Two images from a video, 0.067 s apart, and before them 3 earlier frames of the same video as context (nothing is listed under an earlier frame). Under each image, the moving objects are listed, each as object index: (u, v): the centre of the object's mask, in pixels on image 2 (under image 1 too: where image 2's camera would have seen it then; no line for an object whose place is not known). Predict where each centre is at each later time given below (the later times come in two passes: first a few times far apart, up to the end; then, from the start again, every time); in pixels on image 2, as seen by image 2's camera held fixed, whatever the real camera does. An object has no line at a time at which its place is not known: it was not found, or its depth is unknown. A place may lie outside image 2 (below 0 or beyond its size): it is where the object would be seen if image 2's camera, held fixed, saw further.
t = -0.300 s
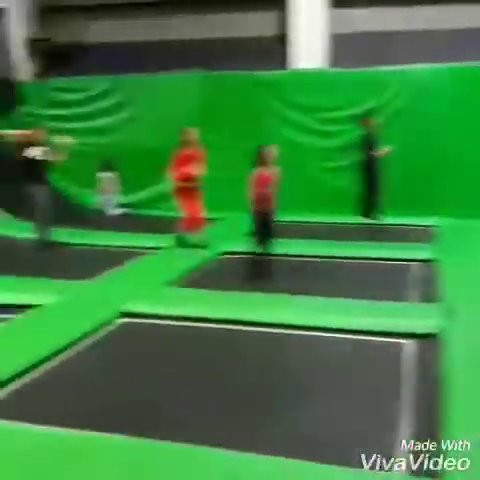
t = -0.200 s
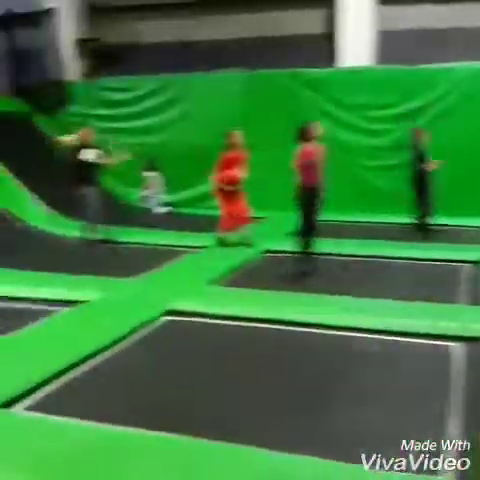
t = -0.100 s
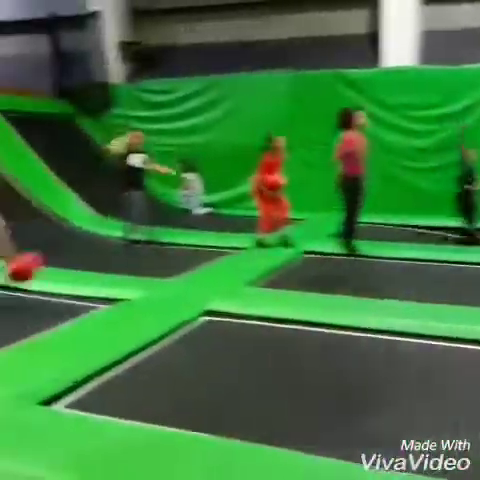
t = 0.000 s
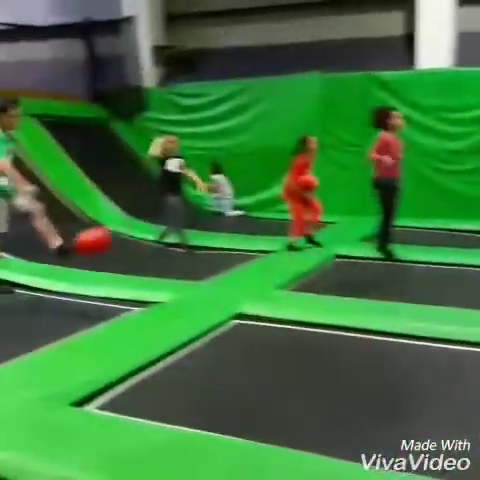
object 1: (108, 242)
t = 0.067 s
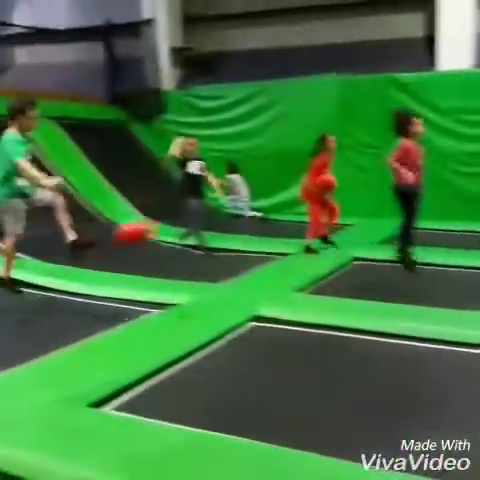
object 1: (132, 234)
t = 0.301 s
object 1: (244, 242)
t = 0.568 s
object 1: (388, 368)
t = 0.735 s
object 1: (436, 330)
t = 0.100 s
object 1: (153, 227)
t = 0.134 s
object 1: (168, 225)
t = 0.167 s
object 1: (182, 225)
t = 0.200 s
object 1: (198, 228)
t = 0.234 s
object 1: (213, 232)
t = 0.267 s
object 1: (228, 235)
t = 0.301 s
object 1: (244, 242)
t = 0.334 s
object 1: (261, 251)
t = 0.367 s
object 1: (281, 263)
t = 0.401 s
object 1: (297, 276)
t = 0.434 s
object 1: (317, 290)
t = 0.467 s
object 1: (334, 307)
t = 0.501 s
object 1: (354, 330)
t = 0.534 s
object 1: (373, 357)
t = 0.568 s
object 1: (388, 368)
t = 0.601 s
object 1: (398, 359)
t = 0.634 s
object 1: (411, 348)
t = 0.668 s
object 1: (421, 341)
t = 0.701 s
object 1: (430, 335)
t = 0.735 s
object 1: (436, 330)
